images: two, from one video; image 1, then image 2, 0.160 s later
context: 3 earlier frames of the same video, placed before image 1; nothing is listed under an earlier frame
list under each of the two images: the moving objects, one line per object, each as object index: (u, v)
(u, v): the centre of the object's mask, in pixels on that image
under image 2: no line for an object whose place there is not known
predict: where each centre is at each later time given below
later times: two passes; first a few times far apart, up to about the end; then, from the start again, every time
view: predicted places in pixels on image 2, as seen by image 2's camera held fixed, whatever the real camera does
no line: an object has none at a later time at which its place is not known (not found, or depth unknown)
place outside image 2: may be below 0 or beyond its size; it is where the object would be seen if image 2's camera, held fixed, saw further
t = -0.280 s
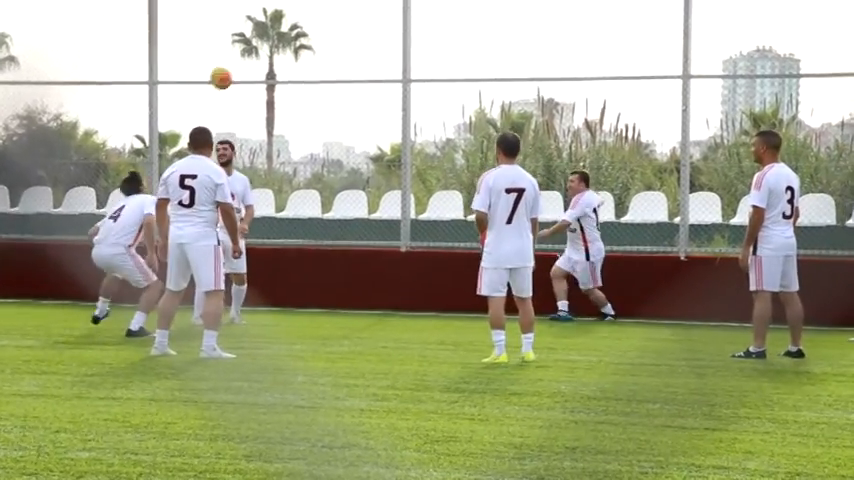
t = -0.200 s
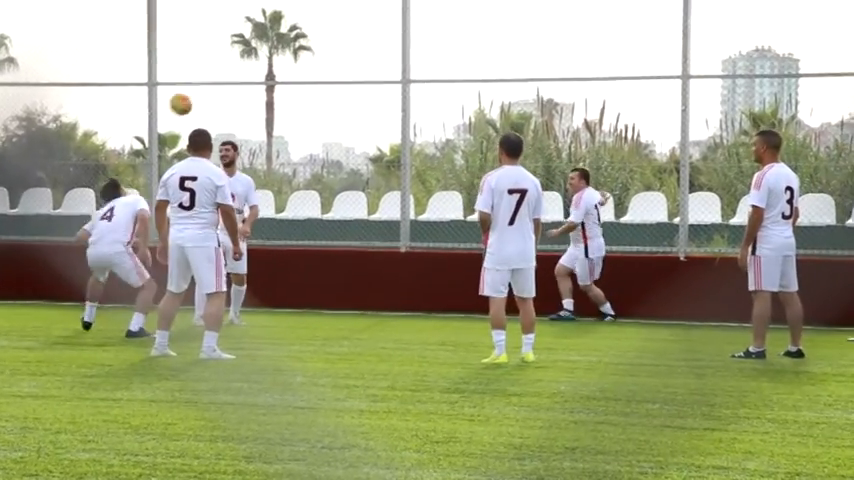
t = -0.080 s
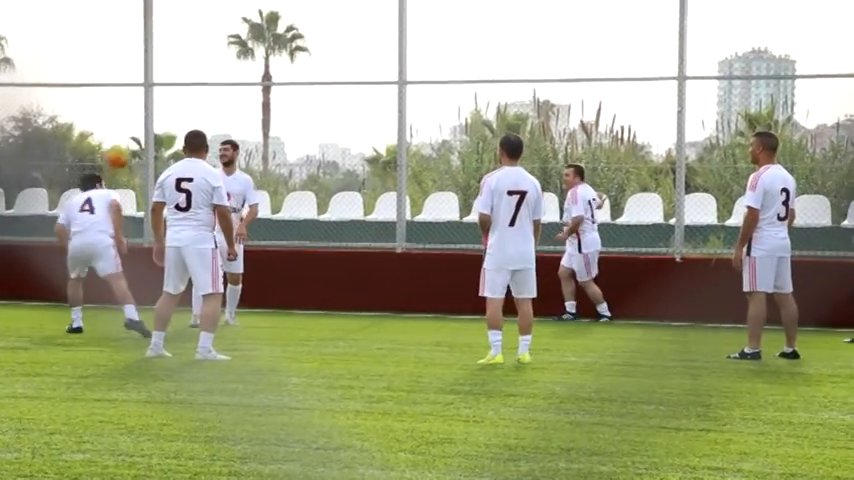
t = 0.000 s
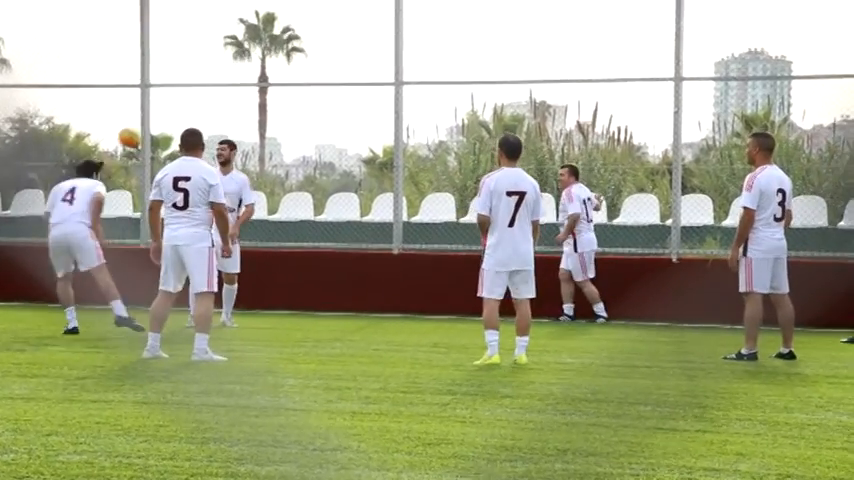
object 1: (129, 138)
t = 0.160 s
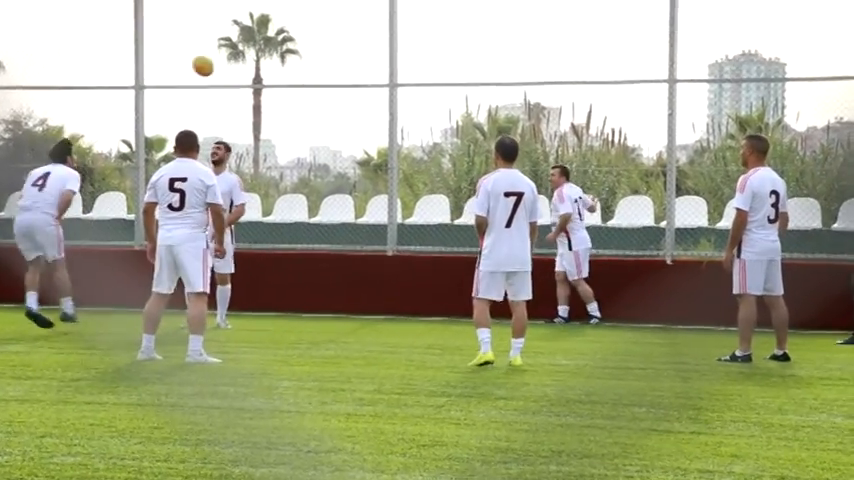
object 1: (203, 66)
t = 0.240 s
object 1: (241, 40)
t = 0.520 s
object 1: (366, 6)
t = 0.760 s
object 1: (465, 40)
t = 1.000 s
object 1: (538, 116)
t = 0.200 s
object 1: (223, 50)
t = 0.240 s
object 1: (241, 40)
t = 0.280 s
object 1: (260, 29)
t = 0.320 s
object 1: (278, 22)
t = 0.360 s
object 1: (296, 15)
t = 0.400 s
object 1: (314, 10)
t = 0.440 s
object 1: (332, 7)
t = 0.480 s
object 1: (349, 6)
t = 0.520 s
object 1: (366, 6)
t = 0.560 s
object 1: (384, 7)
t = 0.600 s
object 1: (400, 10)
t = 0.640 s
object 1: (416, 16)
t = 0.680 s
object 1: (433, 22)
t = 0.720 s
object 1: (449, 30)
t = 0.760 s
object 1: (465, 40)
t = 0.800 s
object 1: (480, 50)
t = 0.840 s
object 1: (495, 63)
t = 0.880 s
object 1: (510, 76)
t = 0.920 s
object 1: (525, 92)
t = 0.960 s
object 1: (536, 105)
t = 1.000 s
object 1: (538, 116)
